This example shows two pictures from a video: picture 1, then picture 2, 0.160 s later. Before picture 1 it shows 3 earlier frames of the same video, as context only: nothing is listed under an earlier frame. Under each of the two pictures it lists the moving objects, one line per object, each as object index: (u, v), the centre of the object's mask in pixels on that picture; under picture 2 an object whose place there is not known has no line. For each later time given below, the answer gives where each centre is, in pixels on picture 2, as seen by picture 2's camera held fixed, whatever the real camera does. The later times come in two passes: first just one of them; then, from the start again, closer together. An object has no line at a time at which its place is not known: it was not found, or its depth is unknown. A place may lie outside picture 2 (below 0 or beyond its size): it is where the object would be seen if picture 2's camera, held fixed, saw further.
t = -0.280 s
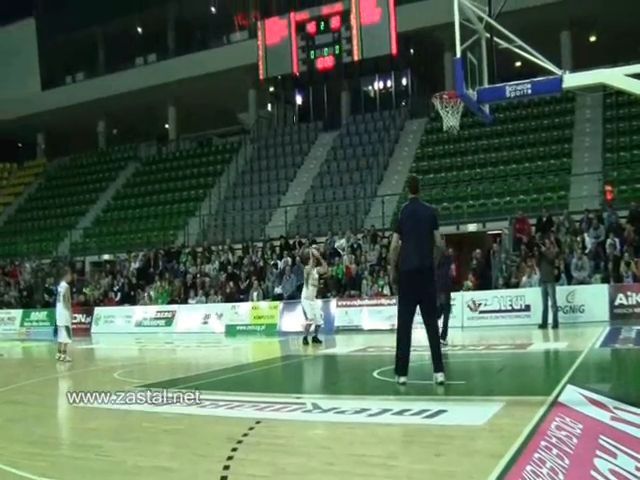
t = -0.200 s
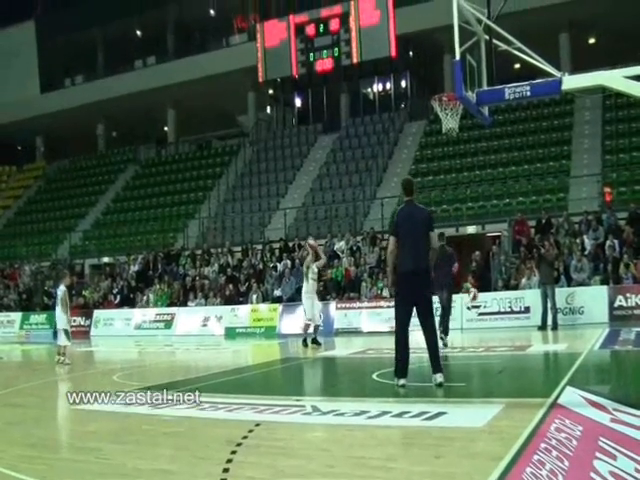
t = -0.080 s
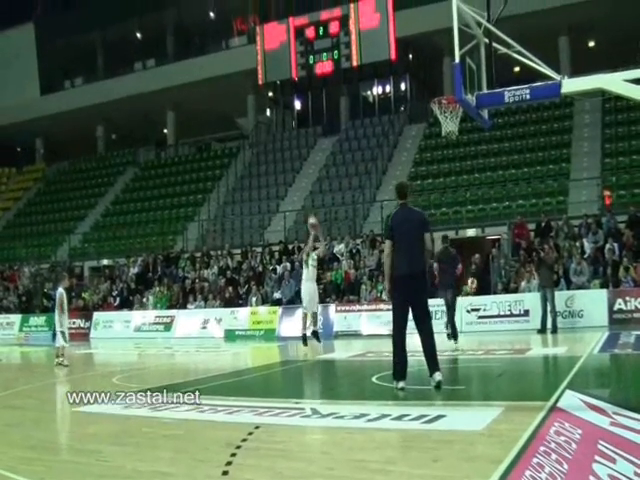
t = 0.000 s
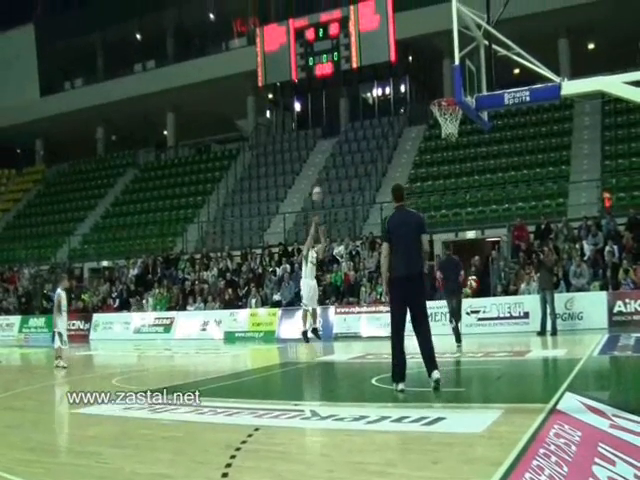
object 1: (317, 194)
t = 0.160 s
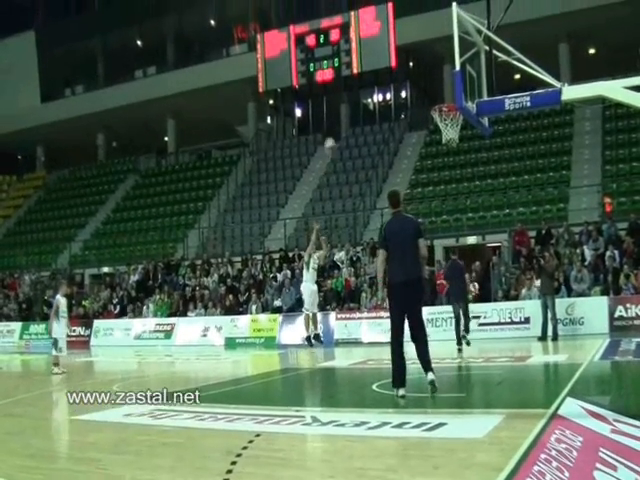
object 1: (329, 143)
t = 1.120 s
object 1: (442, 83)
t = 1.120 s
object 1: (442, 83)
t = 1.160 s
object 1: (448, 94)
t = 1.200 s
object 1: (452, 106)
